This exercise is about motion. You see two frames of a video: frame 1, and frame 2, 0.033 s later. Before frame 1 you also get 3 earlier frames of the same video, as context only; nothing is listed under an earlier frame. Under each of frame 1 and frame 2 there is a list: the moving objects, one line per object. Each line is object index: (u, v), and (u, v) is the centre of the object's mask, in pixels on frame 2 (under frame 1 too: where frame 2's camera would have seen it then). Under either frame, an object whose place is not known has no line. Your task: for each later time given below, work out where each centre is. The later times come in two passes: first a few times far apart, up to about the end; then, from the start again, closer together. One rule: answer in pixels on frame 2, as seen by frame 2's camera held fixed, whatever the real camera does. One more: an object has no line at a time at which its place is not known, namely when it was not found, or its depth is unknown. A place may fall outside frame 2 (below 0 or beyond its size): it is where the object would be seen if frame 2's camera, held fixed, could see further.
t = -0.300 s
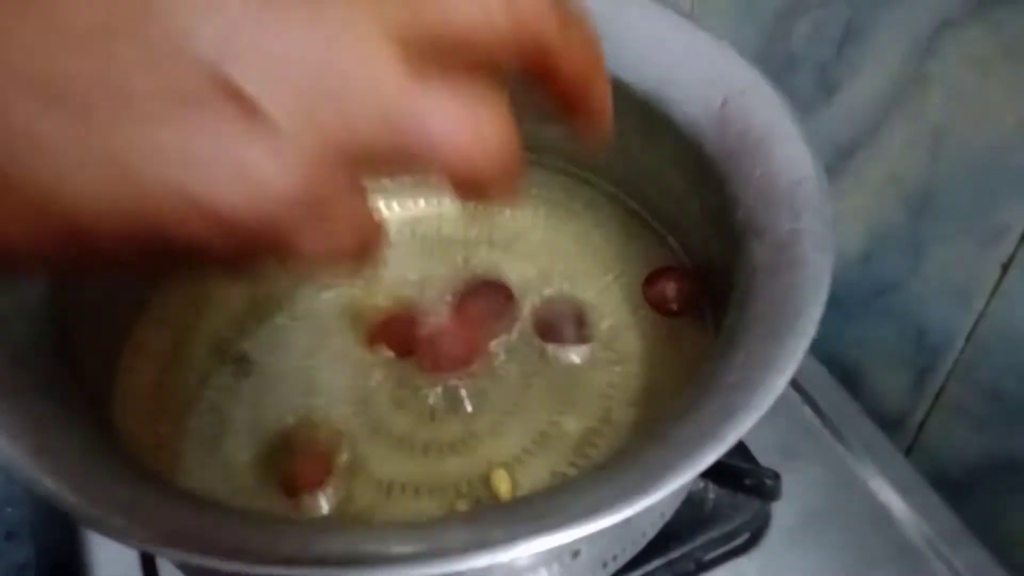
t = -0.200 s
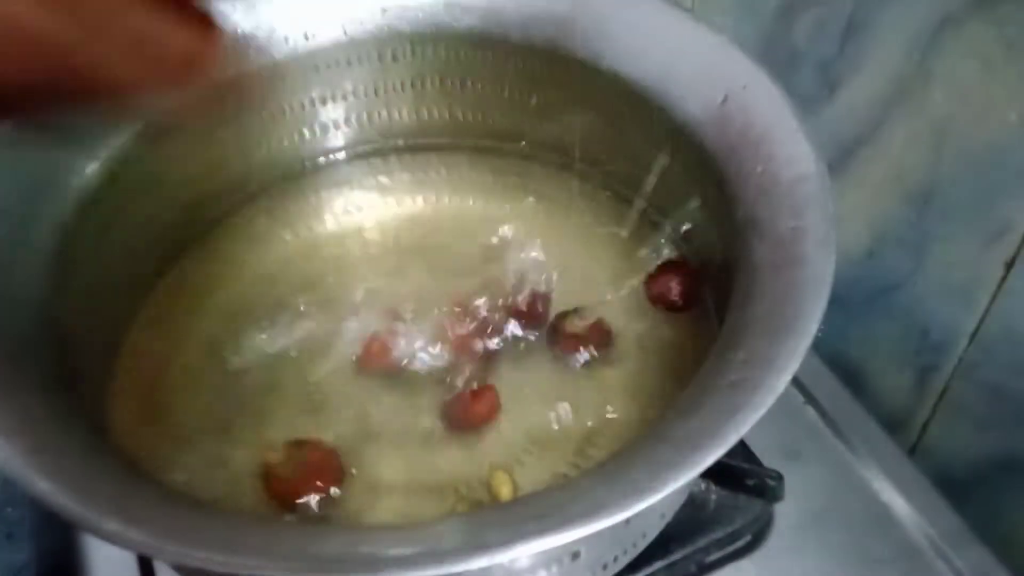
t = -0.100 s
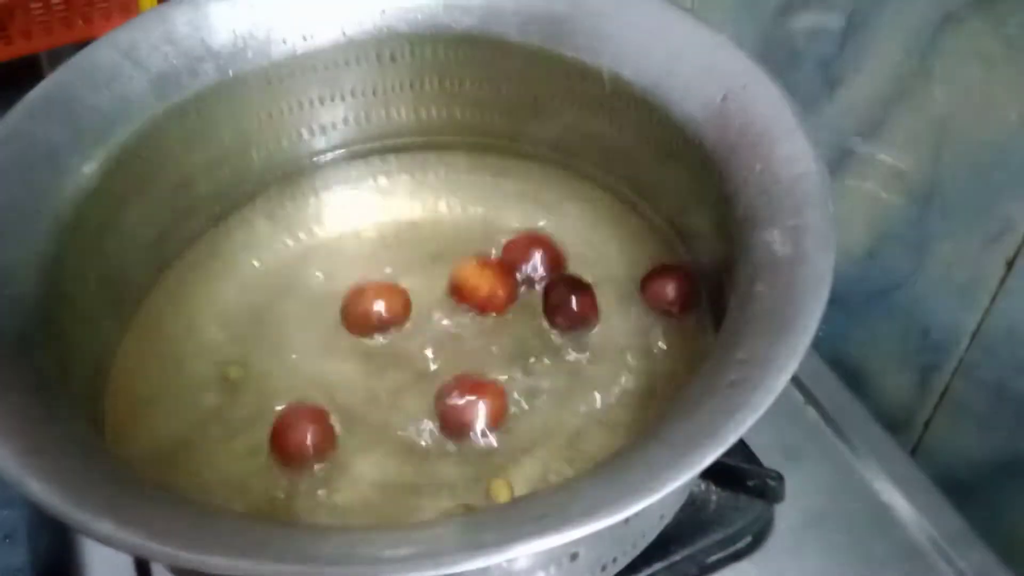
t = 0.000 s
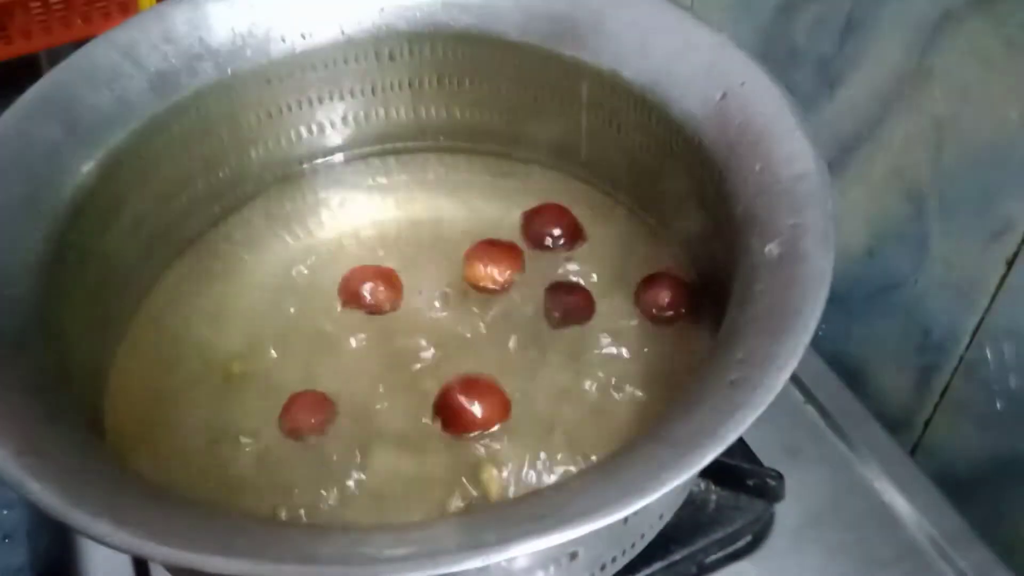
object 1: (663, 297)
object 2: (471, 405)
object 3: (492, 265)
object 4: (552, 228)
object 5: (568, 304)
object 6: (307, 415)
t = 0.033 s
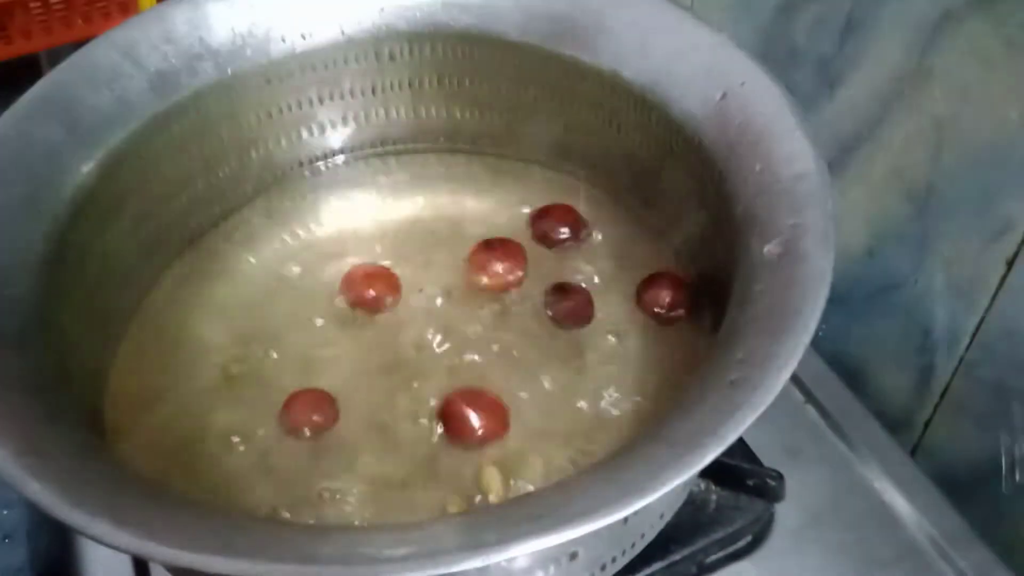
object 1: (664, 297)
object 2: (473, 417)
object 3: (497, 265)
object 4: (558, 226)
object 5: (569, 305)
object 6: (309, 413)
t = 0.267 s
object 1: (665, 304)
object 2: (482, 446)
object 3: (519, 229)
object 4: (584, 193)
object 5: (585, 287)
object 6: (303, 395)
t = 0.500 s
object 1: (667, 305)
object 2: (489, 465)
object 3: (523, 203)
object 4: (582, 198)
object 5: (600, 271)
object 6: (305, 366)
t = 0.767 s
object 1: (662, 312)
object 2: (487, 477)
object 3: (514, 196)
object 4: (582, 199)
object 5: (614, 267)
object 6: (306, 343)
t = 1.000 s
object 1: (664, 316)
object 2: (493, 487)
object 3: (514, 186)
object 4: (579, 196)
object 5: (630, 259)
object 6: (304, 340)
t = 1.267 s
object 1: (659, 317)
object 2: (493, 489)
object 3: (511, 178)
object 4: (575, 195)
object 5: (639, 253)
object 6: (309, 328)
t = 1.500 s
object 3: (511, 182)
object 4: (570, 199)
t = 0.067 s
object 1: (665, 296)
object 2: (474, 428)
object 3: (501, 263)
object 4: (563, 224)
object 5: (572, 305)
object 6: (308, 410)
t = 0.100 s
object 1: (668, 294)
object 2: (477, 439)
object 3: (503, 260)
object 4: (569, 220)
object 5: (575, 302)
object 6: (306, 404)
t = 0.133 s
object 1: (669, 295)
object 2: (477, 444)
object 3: (507, 248)
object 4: (572, 215)
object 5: (578, 296)
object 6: (302, 400)
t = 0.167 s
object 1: (670, 296)
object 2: (477, 446)
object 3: (511, 238)
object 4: (576, 207)
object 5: (581, 289)
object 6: (301, 398)
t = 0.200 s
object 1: (668, 299)
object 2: (480, 446)
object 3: (515, 232)
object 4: (579, 201)
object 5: (583, 285)
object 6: (300, 397)
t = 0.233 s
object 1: (665, 302)
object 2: (482, 446)
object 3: (518, 230)
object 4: (583, 196)
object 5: (585, 285)
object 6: (301, 396)
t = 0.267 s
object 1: (665, 304)
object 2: (482, 446)
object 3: (519, 229)
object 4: (584, 193)
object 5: (585, 287)
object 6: (303, 395)
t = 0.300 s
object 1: (665, 304)
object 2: (482, 446)
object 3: (520, 229)
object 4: (584, 199)
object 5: (585, 288)
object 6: (305, 391)
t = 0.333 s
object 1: (665, 304)
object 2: (481, 448)
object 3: (520, 227)
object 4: (583, 200)
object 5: (585, 287)
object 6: (307, 385)
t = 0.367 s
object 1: (665, 305)
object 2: (481, 453)
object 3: (521, 223)
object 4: (581, 202)
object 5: (587, 283)
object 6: (308, 376)
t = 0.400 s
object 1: (663, 304)
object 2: (481, 456)
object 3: (522, 218)
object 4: (580, 203)
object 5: (590, 277)
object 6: (309, 368)
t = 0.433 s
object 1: (663, 304)
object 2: (484, 457)
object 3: (523, 211)
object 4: (580, 203)
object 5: (593, 273)
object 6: (309, 364)
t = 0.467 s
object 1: (665, 304)
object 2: (487, 461)
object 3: (522, 206)
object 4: (581, 201)
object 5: (596, 272)
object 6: (307, 364)
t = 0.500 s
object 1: (667, 305)
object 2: (489, 465)
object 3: (523, 203)
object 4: (582, 198)
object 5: (600, 271)
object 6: (305, 366)
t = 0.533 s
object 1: (669, 305)
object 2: (489, 467)
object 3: (522, 200)
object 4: (582, 193)
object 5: (604, 271)
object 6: (302, 368)
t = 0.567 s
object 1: (668, 305)
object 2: (490, 472)
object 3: (523, 199)
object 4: (582, 192)
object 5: (607, 270)
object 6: (301, 368)
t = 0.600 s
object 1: (667, 306)
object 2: (491, 474)
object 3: (521, 198)
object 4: (584, 191)
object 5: (609, 268)
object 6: (303, 365)
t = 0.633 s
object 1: (665, 307)
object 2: (492, 476)
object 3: (519, 197)
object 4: (584, 193)
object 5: (610, 265)
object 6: (305, 359)
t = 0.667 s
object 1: (665, 308)
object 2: (490, 477)
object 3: (518, 196)
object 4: (582, 195)
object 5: (610, 264)
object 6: (306, 353)
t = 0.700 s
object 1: (664, 309)
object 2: (489, 477)
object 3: (517, 196)
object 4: (582, 198)
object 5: (610, 264)
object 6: (306, 347)
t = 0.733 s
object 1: (663, 311)
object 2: (488, 476)
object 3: (517, 196)
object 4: (582, 200)
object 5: (612, 266)
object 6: (306, 344)
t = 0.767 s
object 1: (662, 312)
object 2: (487, 477)
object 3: (514, 196)
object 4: (582, 199)
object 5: (614, 267)
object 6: (306, 343)
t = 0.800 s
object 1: (662, 313)
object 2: (487, 478)
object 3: (514, 195)
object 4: (583, 197)
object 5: (616, 267)
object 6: (307, 344)
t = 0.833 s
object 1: (662, 315)
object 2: (487, 480)
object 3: (515, 194)
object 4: (582, 196)
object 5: (619, 266)
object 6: (307, 346)
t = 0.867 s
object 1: (663, 315)
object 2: (489, 482)
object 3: (515, 191)
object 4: (582, 195)
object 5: (621, 263)
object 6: (309, 347)
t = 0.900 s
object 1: (664, 315)
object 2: (490, 484)
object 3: (514, 189)
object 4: (582, 193)
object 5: (624, 260)
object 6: (308, 347)
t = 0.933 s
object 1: (664, 314)
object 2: (491, 486)
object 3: (515, 186)
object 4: (581, 193)
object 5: (627, 258)
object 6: (308, 346)
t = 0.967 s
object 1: (665, 315)
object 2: (493, 487)
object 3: (515, 186)
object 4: (580, 195)
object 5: (629, 258)
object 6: (306, 343)
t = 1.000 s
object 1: (664, 316)
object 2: (493, 487)
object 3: (514, 186)
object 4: (579, 196)
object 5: (630, 259)
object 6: (304, 340)
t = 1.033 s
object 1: (663, 316)
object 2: (492, 486)
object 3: (513, 186)
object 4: (579, 197)
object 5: (631, 260)
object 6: (306, 338)
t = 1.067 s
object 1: (662, 317)
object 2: (491, 485)
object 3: (513, 186)
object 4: (579, 198)
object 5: (631, 260)
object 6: (309, 335)
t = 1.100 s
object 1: (661, 318)
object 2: (490, 485)
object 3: (512, 186)
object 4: (578, 198)
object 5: (632, 259)
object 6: (313, 332)
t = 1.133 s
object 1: (660, 318)
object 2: (489, 485)
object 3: (512, 185)
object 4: (577, 198)
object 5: (633, 257)
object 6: (316, 329)
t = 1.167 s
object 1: (660, 319)
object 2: (490, 486)
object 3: (512, 184)
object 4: (576, 198)
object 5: (634, 256)
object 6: (316, 328)
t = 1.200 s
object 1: (659, 318)
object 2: (492, 487)
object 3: (512, 182)
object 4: (577, 197)
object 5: (637, 255)
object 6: (315, 328)
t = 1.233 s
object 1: (659, 318)
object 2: (492, 488)
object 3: (512, 180)
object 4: (575, 195)
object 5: (639, 253)
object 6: (312, 328)
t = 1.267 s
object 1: (659, 317)
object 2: (493, 489)
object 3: (511, 178)
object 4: (575, 195)
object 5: (639, 253)
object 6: (309, 328)
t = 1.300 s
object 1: (660, 317)
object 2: (491, 490)
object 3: (510, 176)
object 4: (574, 193)
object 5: (639, 251)
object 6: (307, 327)
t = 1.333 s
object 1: (661, 317)
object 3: (510, 175)
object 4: (573, 193)
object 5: (641, 250)
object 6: (307, 326)
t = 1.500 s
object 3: (511, 182)
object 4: (570, 199)
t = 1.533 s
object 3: (510, 183)
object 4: (569, 199)
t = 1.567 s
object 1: (656, 327)
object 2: (488, 492)
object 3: (512, 182)
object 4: (569, 198)
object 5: (648, 255)
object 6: (310, 322)
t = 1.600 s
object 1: (658, 326)
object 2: (489, 493)
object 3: (512, 181)
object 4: (570, 196)
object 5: (649, 254)
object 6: (309, 322)
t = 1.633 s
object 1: (661, 325)
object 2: (490, 494)
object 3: (513, 178)
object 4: (570, 196)
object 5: (649, 252)
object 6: (309, 322)
